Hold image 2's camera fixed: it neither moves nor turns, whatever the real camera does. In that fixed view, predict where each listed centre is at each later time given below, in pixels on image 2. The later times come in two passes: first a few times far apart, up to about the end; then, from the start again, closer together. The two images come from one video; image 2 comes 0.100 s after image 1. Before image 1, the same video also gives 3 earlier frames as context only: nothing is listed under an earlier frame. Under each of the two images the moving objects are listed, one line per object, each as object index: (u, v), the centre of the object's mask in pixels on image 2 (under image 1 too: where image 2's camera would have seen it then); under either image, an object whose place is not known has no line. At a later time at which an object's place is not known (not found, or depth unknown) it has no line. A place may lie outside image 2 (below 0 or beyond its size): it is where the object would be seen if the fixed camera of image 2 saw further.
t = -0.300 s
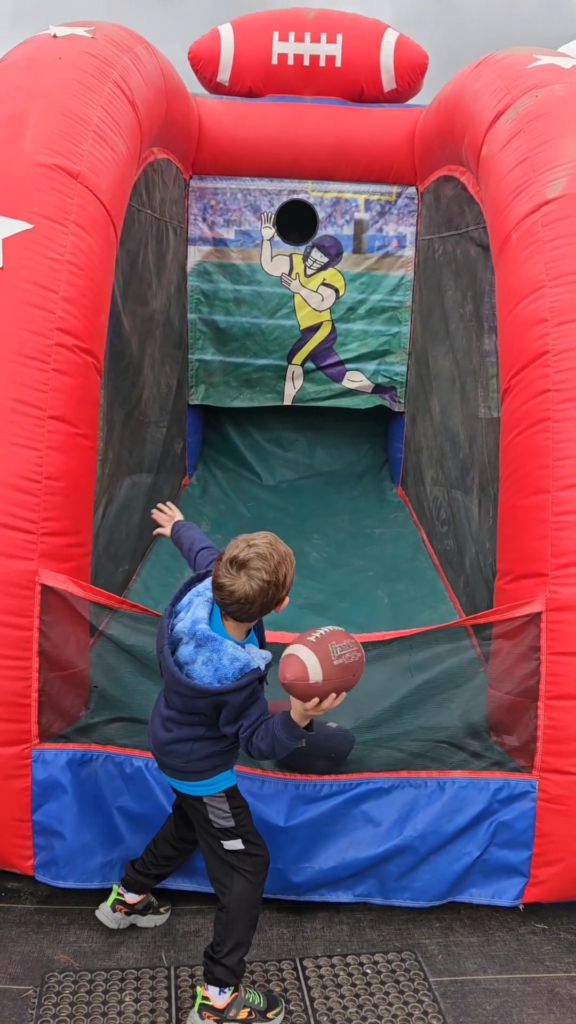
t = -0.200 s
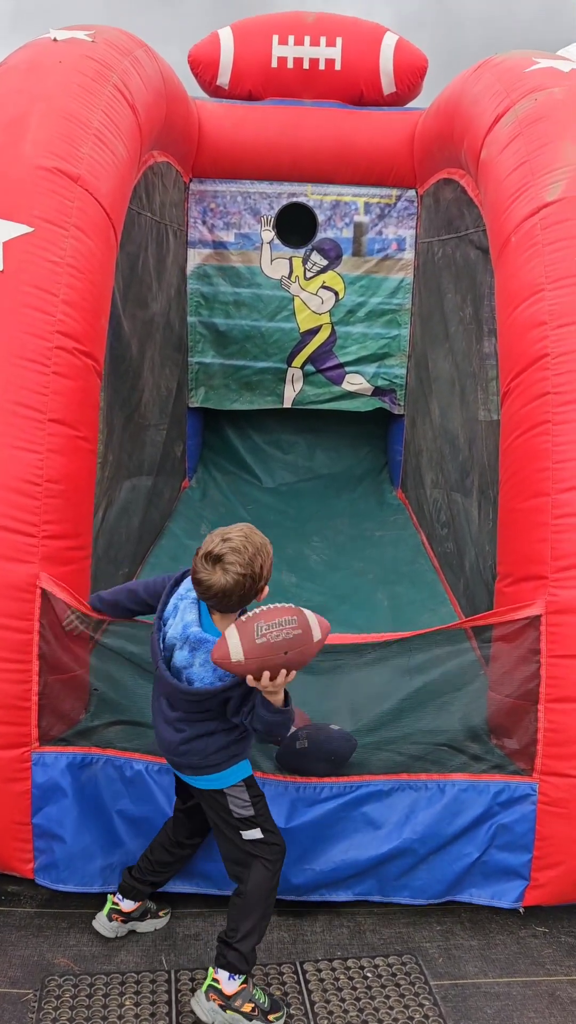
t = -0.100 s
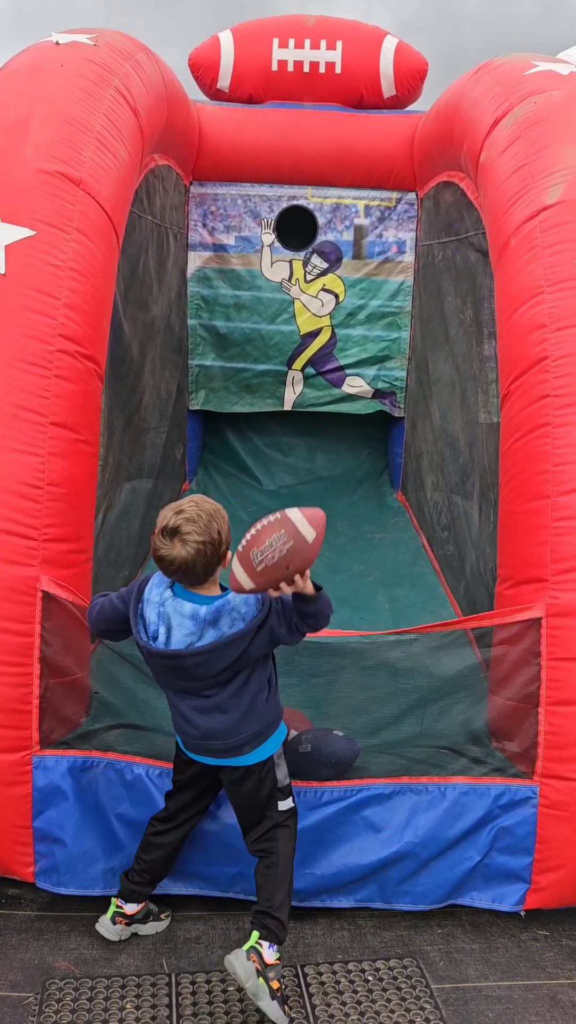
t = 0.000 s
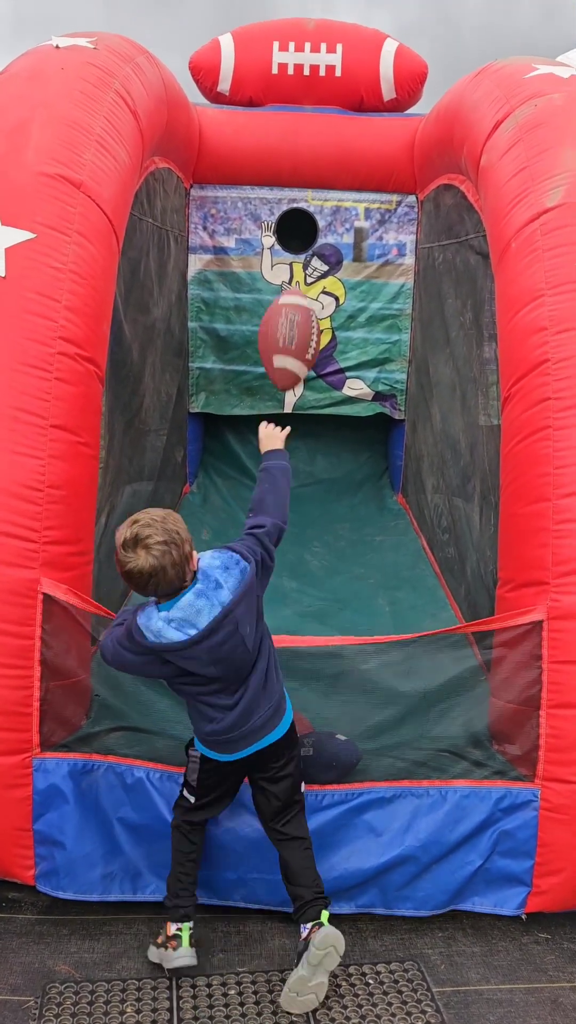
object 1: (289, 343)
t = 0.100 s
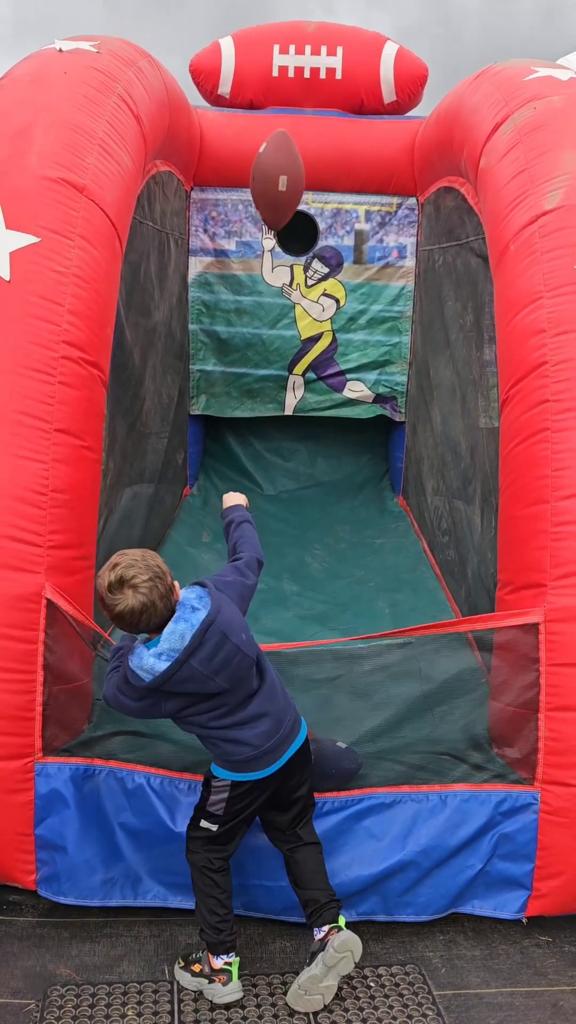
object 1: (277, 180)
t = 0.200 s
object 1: (265, 89)
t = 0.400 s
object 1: (246, 42)
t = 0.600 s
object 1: (231, 101)
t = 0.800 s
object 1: (218, 222)
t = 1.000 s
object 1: (206, 377)
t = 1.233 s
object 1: (255, 496)
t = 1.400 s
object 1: (316, 522)
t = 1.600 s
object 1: (380, 528)
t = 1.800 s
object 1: (403, 535)
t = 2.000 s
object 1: (399, 558)
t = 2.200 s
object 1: (394, 579)
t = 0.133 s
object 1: (273, 143)
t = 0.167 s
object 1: (269, 113)
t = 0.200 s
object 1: (265, 89)
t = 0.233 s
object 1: (261, 72)
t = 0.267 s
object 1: (258, 57)
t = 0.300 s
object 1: (255, 48)
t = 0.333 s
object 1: (252, 42)
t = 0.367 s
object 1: (249, 41)
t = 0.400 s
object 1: (246, 42)
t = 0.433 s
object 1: (243, 45)
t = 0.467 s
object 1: (240, 51)
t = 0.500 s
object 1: (238, 60)
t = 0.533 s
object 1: (236, 72)
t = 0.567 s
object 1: (234, 85)
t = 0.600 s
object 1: (231, 101)
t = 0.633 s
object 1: (228, 118)
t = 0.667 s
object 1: (226, 136)
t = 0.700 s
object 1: (224, 156)
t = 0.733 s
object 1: (222, 176)
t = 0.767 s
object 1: (220, 198)
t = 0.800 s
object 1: (218, 222)
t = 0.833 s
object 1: (215, 245)
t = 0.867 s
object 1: (213, 270)
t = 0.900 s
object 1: (211, 295)
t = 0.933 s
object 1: (209, 322)
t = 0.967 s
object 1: (208, 349)
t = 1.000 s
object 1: (206, 377)
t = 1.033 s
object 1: (203, 405)
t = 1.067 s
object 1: (205, 430)
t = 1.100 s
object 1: (214, 453)
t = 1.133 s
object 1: (224, 475)
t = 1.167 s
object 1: (239, 492)
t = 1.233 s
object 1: (255, 496)
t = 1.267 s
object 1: (266, 499)
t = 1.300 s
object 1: (279, 503)
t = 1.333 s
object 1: (292, 509)
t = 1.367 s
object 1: (304, 515)
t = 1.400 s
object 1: (316, 522)
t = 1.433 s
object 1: (328, 528)
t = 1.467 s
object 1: (340, 530)
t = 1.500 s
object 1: (351, 533)
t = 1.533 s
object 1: (362, 535)
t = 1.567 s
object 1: (371, 531)
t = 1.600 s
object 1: (380, 528)
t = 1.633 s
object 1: (389, 527)
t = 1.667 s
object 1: (398, 526)
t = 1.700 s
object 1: (401, 527)
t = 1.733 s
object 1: (402, 529)
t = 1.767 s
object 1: (402, 531)
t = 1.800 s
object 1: (403, 535)
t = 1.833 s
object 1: (402, 536)
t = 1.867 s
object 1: (401, 538)
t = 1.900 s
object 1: (401, 541)
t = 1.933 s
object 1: (401, 548)
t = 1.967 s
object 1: (400, 555)
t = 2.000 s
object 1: (399, 558)
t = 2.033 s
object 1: (399, 563)
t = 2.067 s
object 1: (398, 568)
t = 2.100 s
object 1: (397, 572)
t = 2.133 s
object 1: (396, 576)
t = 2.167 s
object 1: (395, 577)
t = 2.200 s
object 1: (394, 579)
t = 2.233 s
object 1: (393, 582)
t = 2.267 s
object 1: (391, 586)
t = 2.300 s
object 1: (389, 594)
